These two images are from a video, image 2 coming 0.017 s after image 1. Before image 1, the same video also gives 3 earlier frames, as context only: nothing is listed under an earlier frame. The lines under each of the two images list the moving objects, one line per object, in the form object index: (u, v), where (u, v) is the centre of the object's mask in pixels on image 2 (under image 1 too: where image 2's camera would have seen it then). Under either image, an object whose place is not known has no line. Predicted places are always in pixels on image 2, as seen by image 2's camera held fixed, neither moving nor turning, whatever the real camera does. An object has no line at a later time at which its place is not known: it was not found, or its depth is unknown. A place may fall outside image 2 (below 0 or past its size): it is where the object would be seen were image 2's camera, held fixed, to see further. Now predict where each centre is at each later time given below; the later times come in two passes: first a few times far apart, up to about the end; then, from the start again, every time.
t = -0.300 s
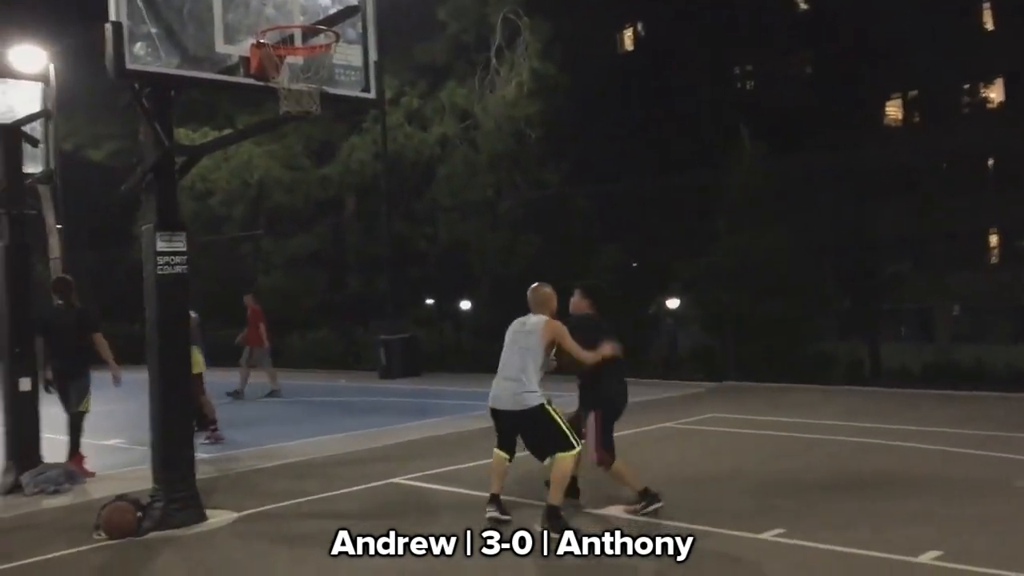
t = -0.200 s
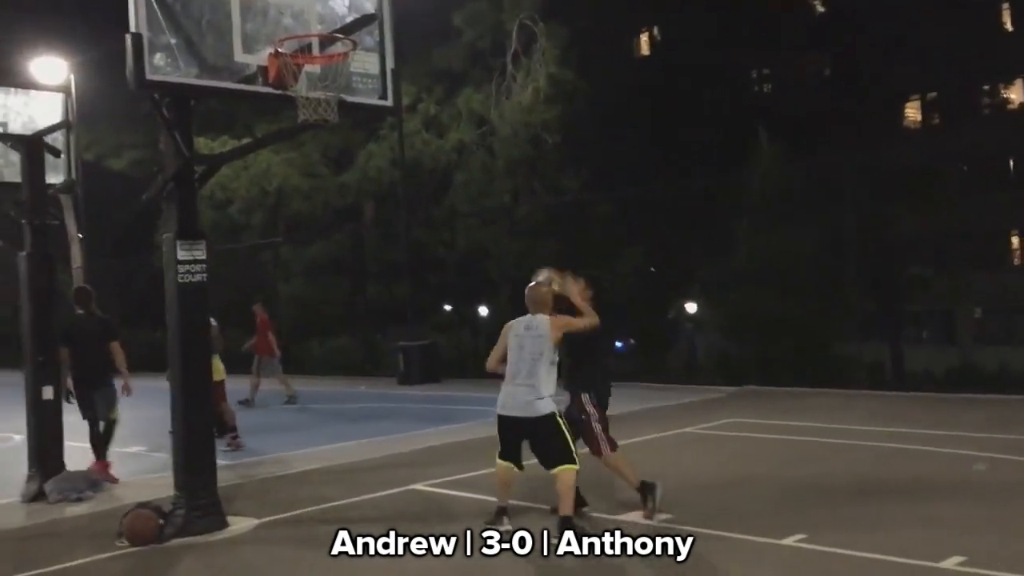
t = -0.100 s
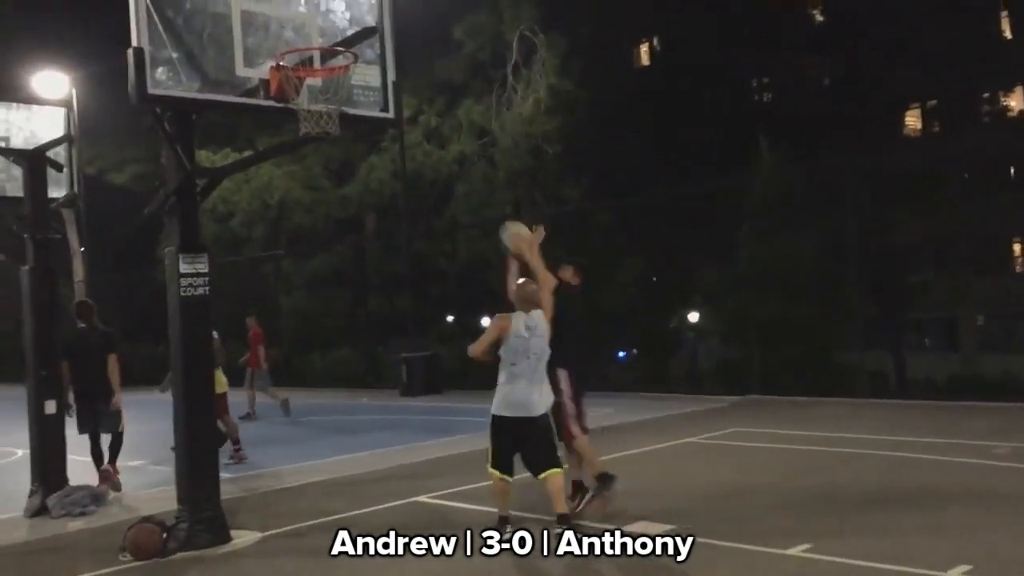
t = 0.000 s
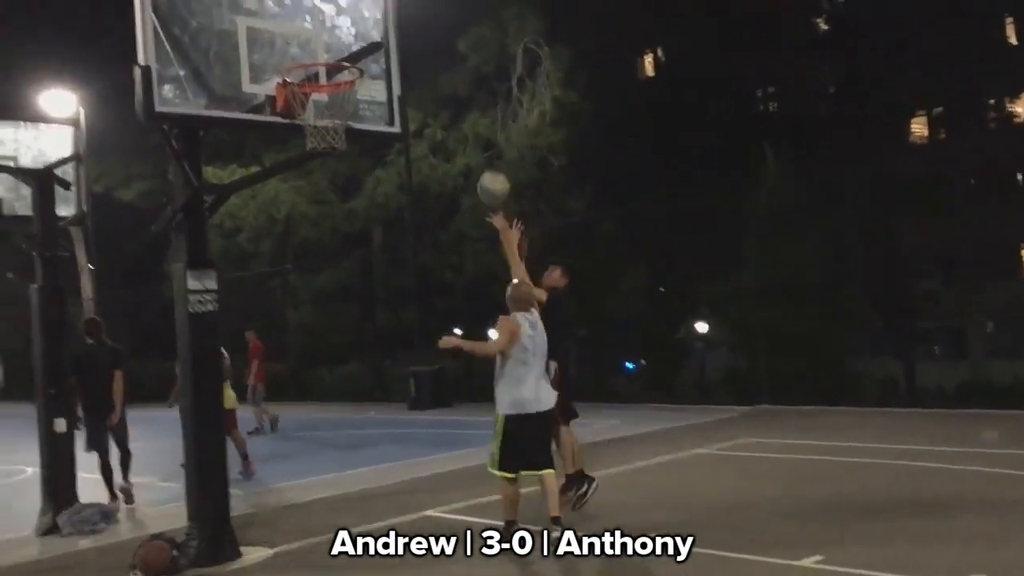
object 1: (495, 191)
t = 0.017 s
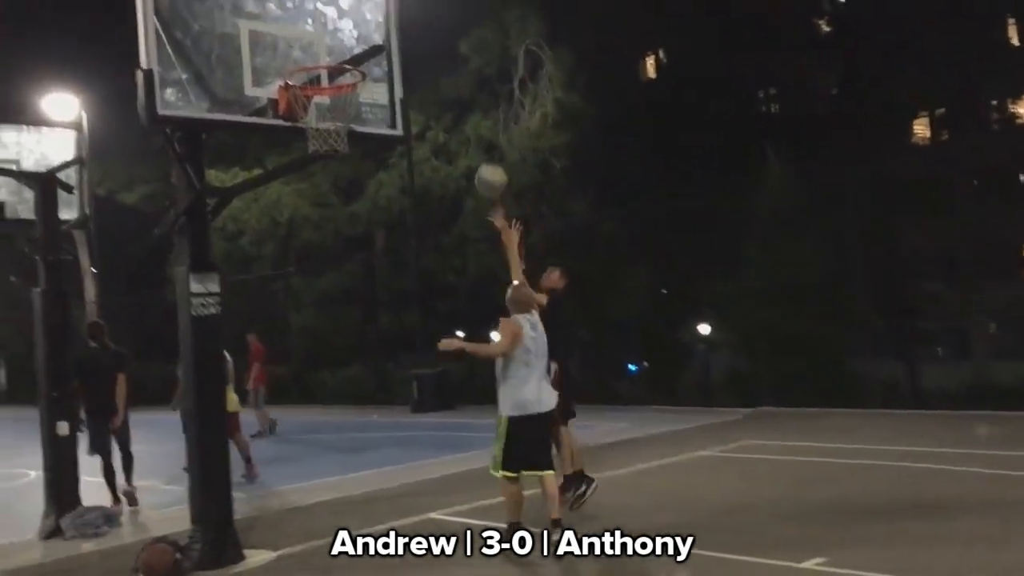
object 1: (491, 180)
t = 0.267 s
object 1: (422, 74)
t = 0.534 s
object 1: (353, 56)
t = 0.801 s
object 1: (340, 48)
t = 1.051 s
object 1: (374, 55)
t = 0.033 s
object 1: (486, 170)
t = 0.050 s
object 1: (482, 160)
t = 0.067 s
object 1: (476, 153)
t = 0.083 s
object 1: (472, 143)
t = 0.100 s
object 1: (467, 136)
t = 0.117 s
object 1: (462, 127)
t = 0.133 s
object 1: (458, 120)
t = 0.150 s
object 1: (454, 113)
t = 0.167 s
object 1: (450, 107)
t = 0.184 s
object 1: (445, 101)
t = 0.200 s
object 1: (441, 95)
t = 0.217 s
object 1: (435, 89)
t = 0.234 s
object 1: (431, 83)
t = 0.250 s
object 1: (426, 79)
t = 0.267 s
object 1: (422, 74)
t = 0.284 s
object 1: (417, 70)
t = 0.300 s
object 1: (414, 66)
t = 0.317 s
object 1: (409, 62)
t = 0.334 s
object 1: (405, 59)
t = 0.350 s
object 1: (401, 56)
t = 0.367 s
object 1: (396, 55)
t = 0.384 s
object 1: (390, 53)
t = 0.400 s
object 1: (386, 52)
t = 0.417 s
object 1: (382, 51)
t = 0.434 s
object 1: (378, 51)
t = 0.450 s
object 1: (372, 51)
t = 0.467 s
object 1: (368, 51)
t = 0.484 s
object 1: (364, 51)
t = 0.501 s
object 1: (360, 53)
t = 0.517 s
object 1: (357, 54)
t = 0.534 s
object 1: (353, 56)
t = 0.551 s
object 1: (349, 56)
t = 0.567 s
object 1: (342, 60)
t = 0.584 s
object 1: (338, 63)
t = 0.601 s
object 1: (334, 65)
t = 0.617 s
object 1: (332, 66)
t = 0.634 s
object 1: (329, 65)
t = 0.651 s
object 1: (327, 62)
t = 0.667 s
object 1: (324, 57)
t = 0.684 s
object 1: (324, 55)
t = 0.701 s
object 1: (327, 54)
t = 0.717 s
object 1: (328, 53)
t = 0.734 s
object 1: (330, 51)
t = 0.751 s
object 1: (332, 50)
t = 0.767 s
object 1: (336, 50)
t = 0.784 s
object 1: (338, 49)
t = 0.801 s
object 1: (340, 48)
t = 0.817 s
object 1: (345, 51)
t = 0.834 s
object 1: (348, 52)
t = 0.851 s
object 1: (351, 52)
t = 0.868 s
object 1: (354, 53)
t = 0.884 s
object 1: (356, 55)
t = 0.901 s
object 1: (361, 56)
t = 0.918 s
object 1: (364, 58)
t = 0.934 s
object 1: (365, 60)
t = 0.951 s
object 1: (366, 57)
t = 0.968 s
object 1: (368, 55)
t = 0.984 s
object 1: (369, 55)
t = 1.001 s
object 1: (370, 54)
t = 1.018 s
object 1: (371, 55)
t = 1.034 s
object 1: (372, 55)
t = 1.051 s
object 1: (374, 55)
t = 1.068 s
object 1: (375, 57)
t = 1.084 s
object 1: (376, 58)
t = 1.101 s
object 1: (377, 60)
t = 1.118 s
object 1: (379, 63)
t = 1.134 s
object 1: (378, 63)
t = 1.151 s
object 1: (380, 65)
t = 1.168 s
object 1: (382, 66)
